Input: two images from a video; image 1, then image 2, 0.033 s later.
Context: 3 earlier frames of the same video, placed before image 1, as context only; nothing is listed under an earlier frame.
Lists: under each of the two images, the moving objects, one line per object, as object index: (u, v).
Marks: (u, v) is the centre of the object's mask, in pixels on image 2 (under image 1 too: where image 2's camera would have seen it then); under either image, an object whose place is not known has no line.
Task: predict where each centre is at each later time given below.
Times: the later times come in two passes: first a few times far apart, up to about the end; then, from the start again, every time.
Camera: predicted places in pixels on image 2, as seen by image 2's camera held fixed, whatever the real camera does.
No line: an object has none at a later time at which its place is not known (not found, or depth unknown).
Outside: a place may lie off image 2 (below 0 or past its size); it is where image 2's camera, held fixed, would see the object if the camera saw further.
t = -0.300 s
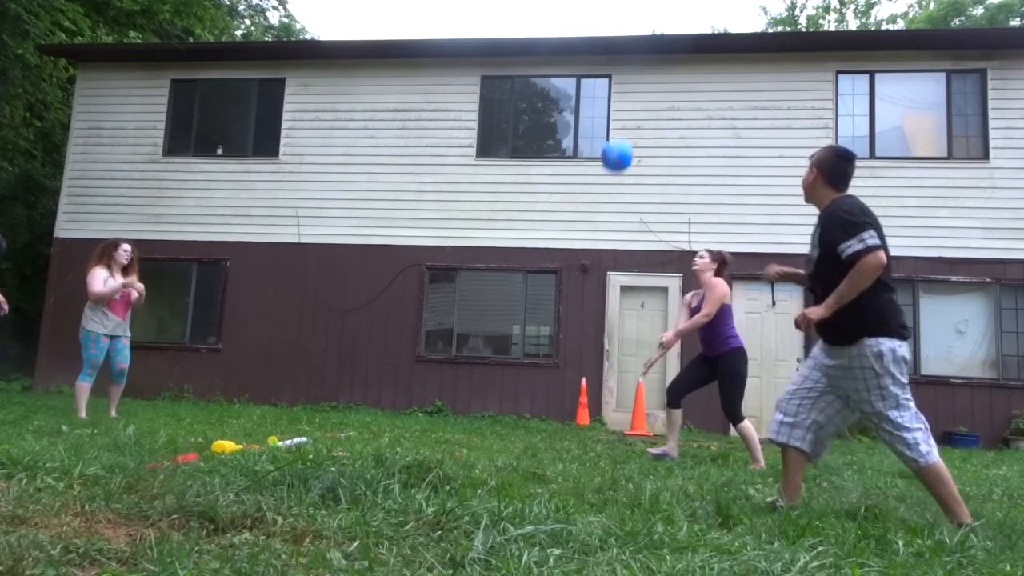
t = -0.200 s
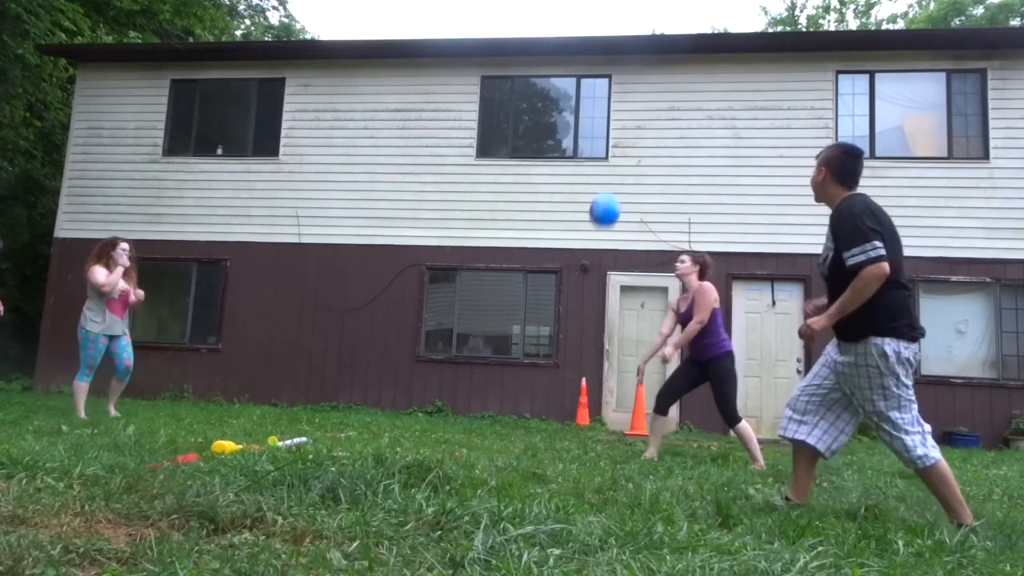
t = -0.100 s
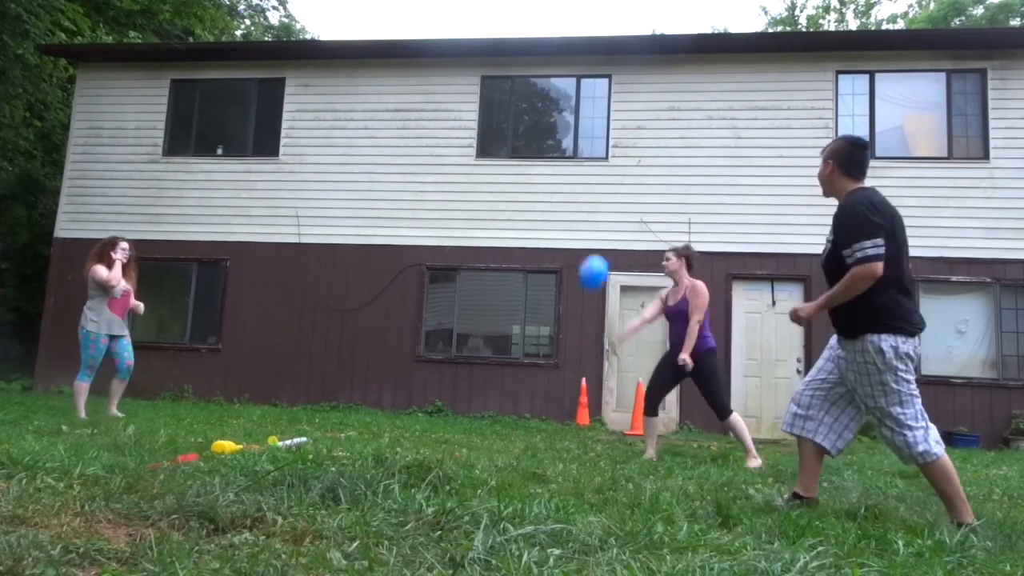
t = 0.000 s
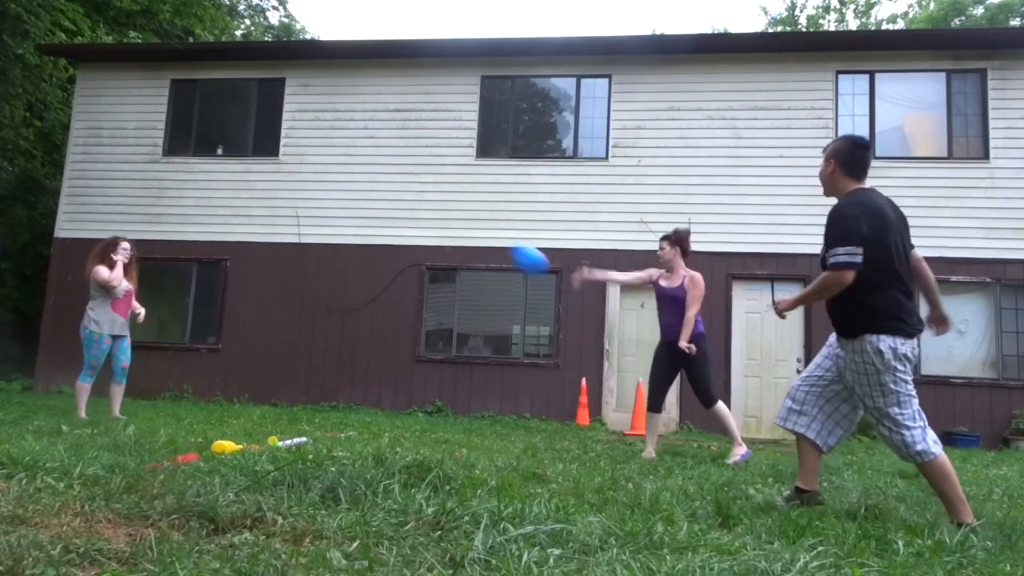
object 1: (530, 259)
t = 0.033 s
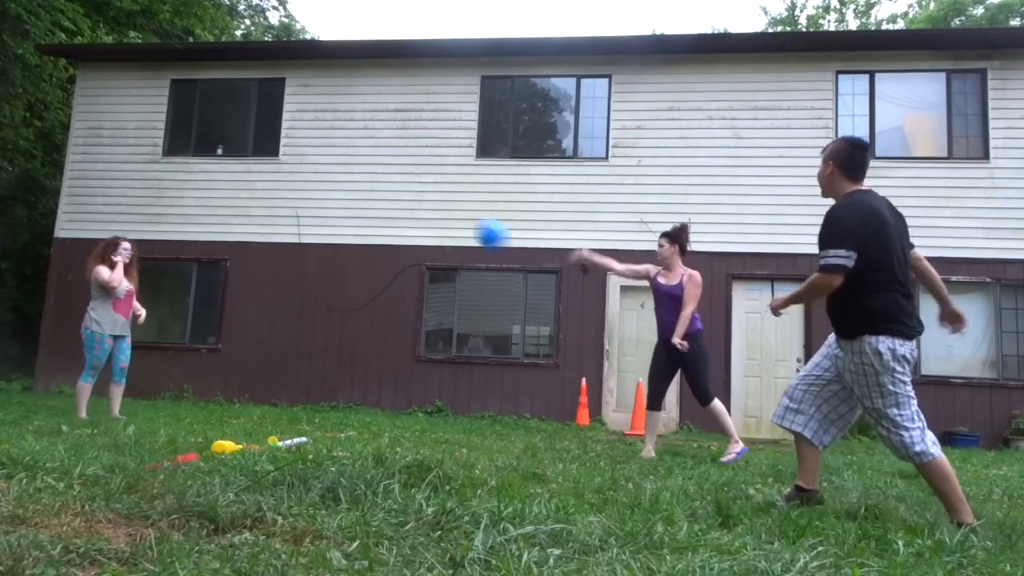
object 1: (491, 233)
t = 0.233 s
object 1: (314, 116)
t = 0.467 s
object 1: (151, 51)
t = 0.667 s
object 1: (33, 50)
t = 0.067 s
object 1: (459, 209)
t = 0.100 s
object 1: (428, 188)
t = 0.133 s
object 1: (397, 167)
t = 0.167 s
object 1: (368, 149)
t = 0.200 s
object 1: (340, 132)
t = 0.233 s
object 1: (314, 116)
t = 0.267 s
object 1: (287, 101)
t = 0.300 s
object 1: (264, 90)
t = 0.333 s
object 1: (239, 79)
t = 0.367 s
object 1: (215, 70)
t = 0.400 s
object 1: (193, 62)
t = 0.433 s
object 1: (172, 56)
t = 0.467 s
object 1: (151, 51)
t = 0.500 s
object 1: (130, 47)
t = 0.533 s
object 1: (109, 46)
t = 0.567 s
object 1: (90, 46)
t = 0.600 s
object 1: (70, 46)
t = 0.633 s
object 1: (52, 47)
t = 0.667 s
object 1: (33, 50)
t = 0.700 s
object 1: (15, 55)
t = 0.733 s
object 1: (6, 62)
